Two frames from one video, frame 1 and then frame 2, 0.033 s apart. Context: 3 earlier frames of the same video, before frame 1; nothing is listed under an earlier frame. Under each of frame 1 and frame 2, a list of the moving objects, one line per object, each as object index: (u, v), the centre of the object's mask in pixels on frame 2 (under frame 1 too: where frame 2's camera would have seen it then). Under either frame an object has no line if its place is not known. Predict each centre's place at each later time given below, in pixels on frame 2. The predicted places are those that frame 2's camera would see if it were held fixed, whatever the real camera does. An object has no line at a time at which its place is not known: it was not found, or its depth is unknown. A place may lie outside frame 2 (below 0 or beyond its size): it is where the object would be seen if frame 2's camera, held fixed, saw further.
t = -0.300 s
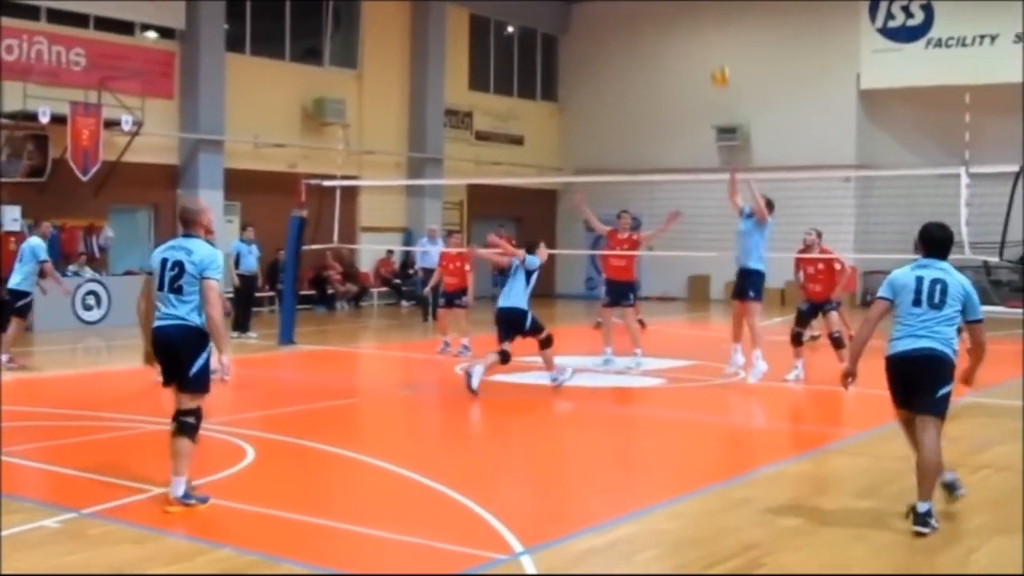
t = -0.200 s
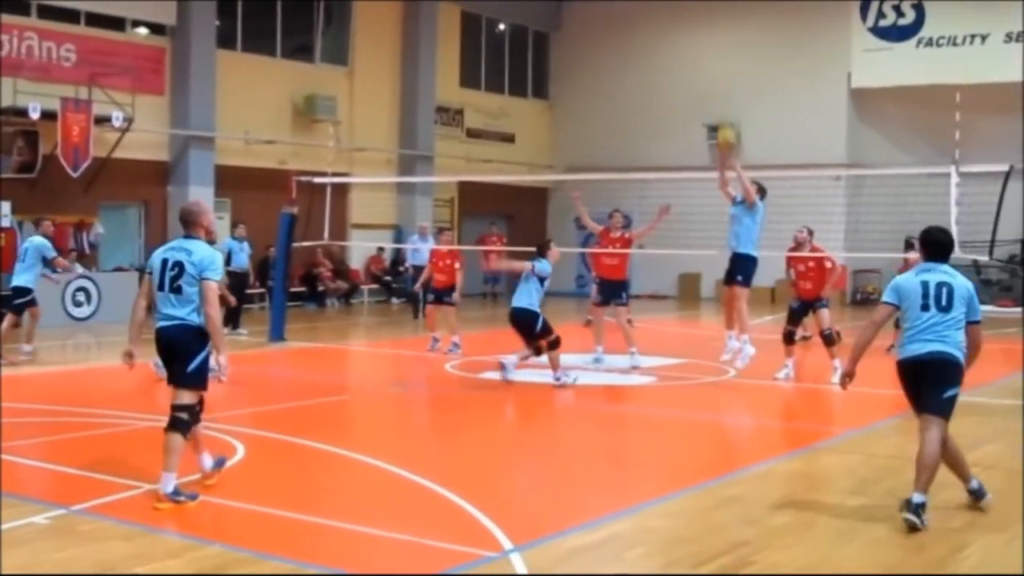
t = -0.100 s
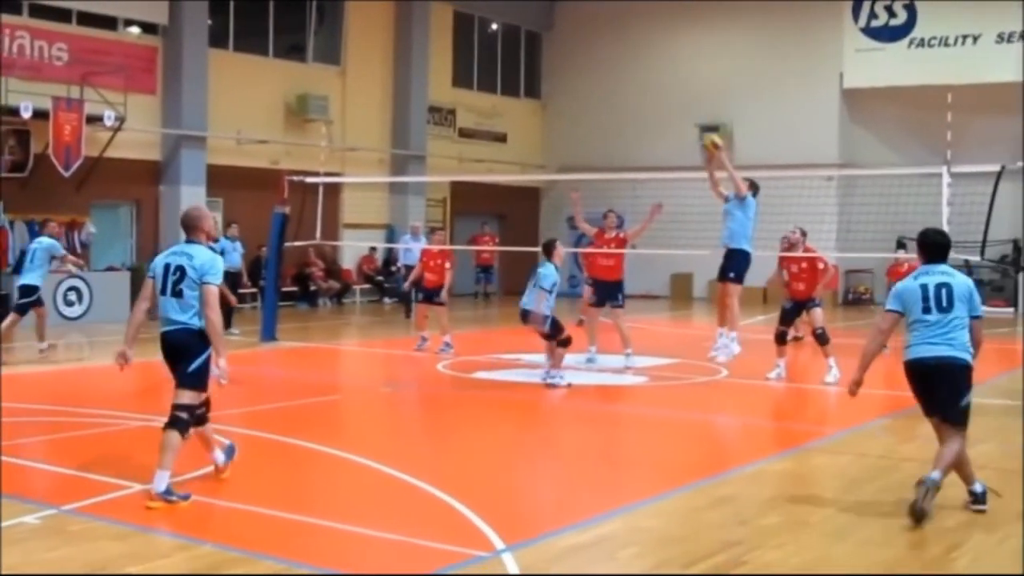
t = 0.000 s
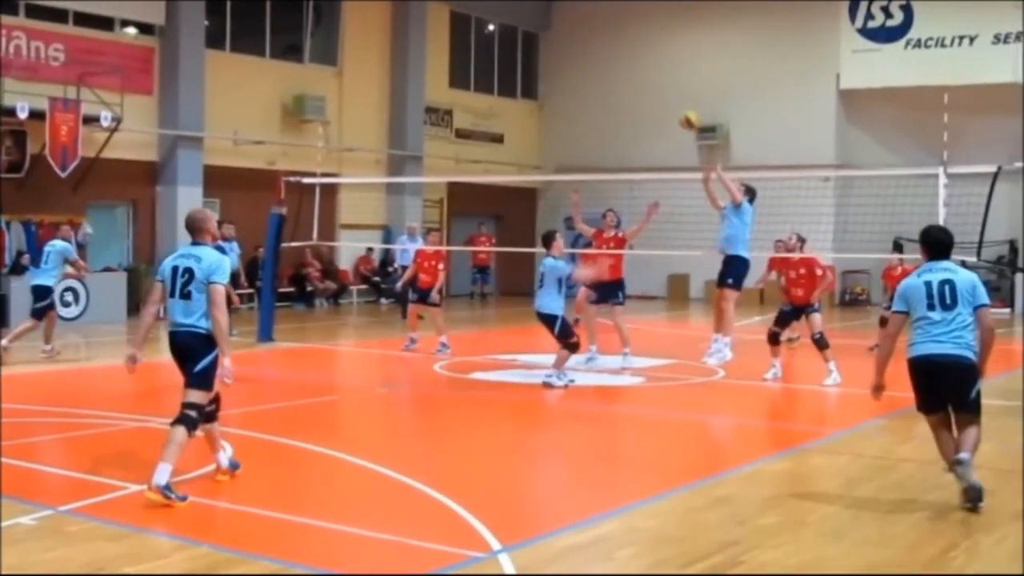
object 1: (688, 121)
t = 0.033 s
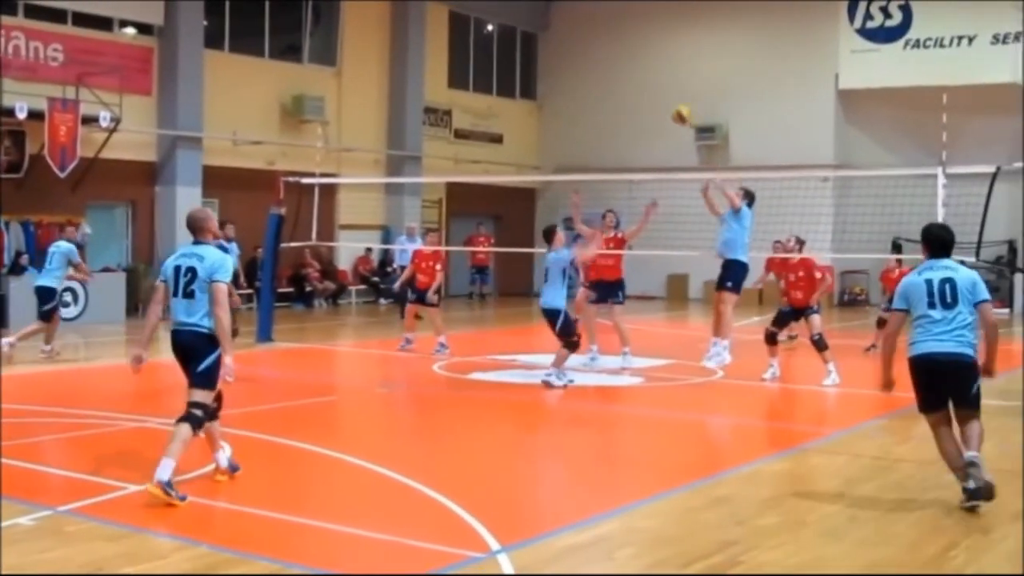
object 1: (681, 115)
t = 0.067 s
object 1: (675, 110)
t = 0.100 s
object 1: (669, 105)
